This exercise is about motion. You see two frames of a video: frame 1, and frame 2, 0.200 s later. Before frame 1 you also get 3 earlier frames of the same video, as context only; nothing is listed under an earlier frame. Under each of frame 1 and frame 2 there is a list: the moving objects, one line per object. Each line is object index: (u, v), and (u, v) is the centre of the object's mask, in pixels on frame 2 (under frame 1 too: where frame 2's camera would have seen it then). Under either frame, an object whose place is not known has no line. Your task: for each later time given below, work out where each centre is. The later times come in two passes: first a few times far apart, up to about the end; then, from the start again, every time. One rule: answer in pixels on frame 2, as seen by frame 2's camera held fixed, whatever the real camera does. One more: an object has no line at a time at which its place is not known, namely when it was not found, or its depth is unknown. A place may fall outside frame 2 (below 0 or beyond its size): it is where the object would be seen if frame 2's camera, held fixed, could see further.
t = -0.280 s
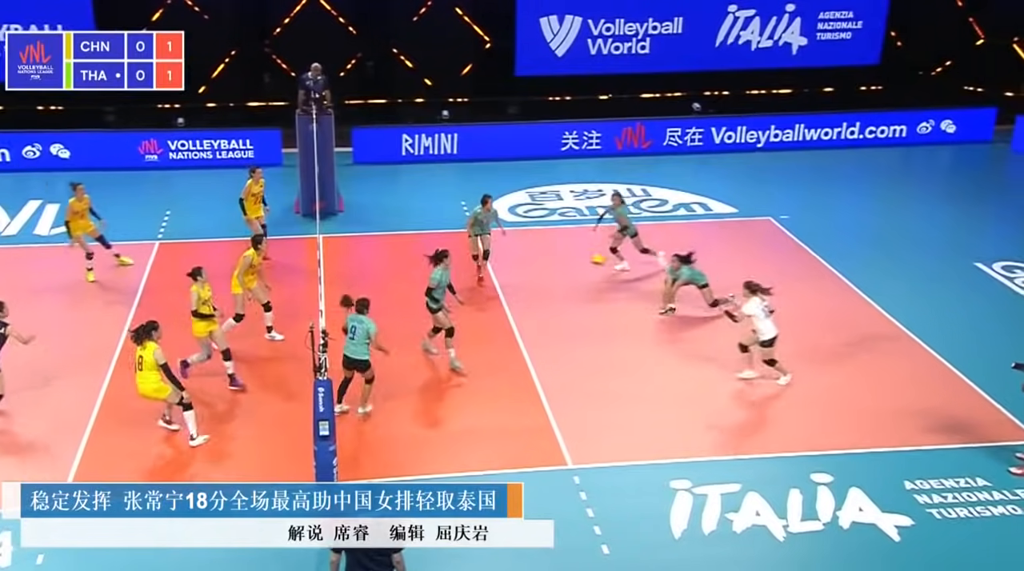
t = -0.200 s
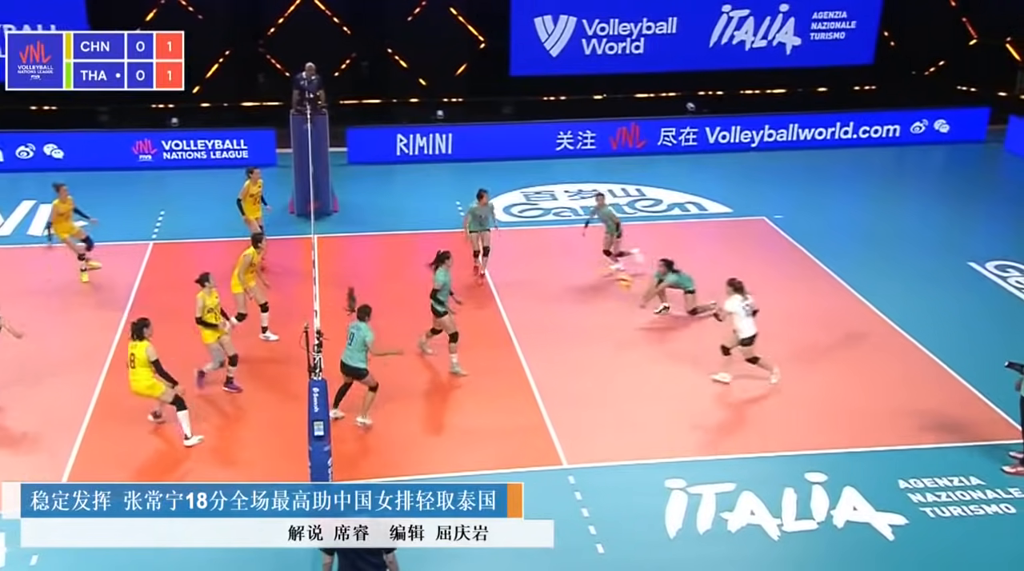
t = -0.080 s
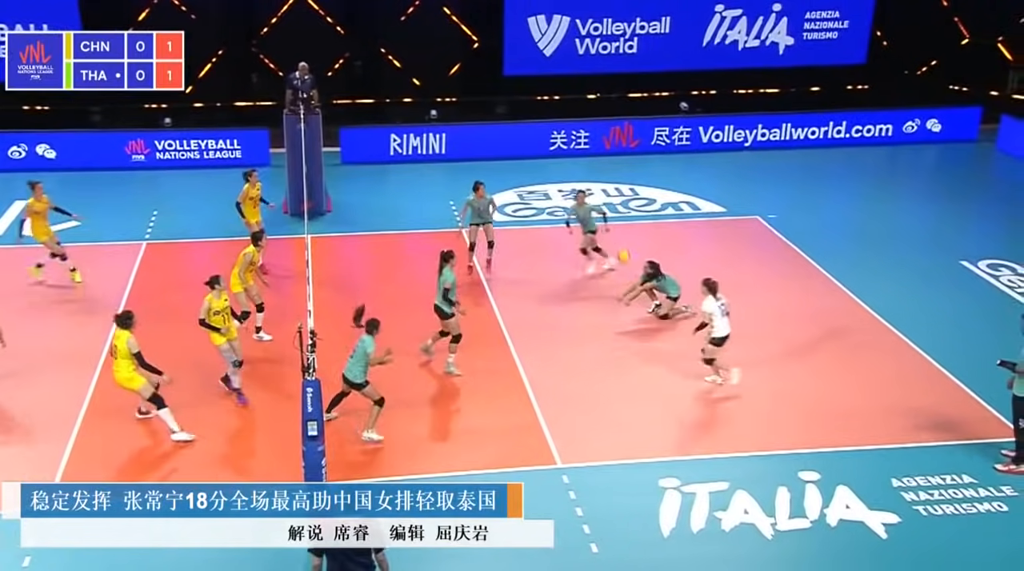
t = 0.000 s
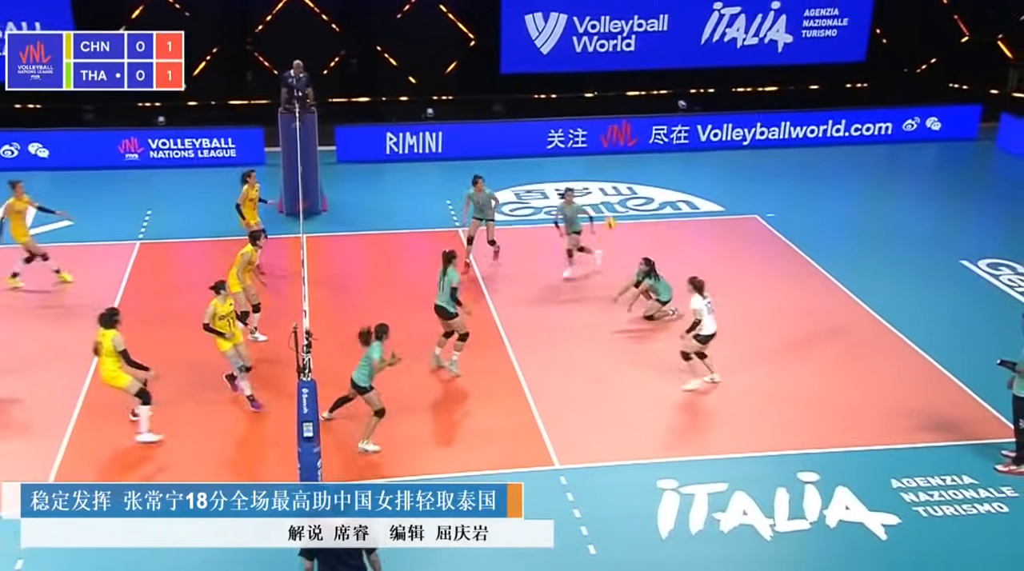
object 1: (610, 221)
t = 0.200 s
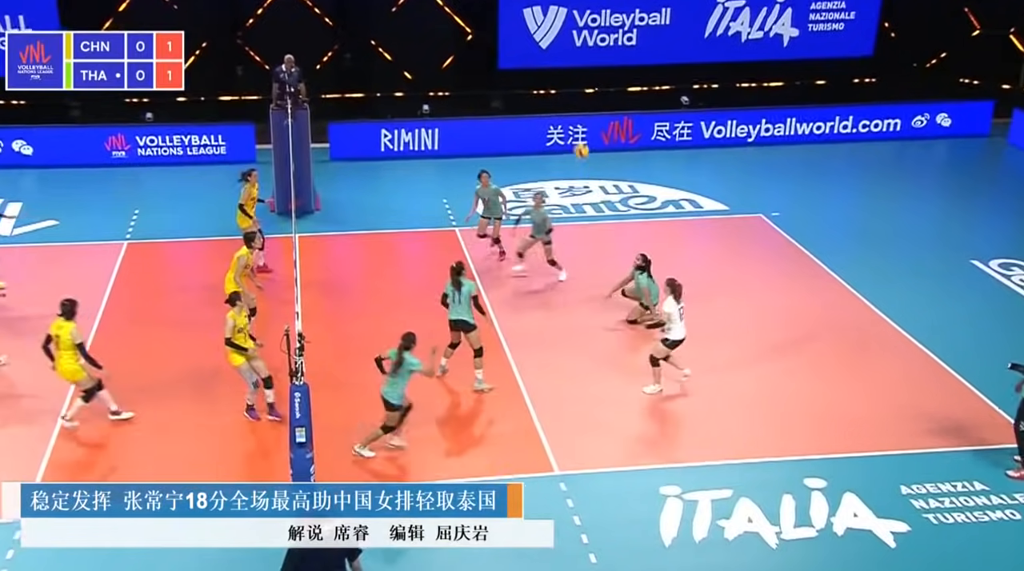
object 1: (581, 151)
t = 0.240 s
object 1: (575, 138)
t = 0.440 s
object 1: (543, 93)
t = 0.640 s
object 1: (509, 72)
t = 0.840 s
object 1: (472, 80)
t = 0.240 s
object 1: (575, 138)
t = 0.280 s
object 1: (569, 126)
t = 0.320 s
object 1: (563, 117)
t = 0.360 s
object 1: (556, 107)
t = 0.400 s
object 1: (550, 100)
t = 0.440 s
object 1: (543, 93)
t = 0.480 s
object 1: (537, 86)
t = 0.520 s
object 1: (530, 81)
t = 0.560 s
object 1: (523, 77)
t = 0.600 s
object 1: (516, 74)
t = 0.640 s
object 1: (509, 72)
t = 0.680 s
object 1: (502, 72)
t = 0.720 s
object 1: (494, 72)
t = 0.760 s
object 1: (487, 73)
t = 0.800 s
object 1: (480, 76)
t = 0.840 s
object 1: (472, 80)
